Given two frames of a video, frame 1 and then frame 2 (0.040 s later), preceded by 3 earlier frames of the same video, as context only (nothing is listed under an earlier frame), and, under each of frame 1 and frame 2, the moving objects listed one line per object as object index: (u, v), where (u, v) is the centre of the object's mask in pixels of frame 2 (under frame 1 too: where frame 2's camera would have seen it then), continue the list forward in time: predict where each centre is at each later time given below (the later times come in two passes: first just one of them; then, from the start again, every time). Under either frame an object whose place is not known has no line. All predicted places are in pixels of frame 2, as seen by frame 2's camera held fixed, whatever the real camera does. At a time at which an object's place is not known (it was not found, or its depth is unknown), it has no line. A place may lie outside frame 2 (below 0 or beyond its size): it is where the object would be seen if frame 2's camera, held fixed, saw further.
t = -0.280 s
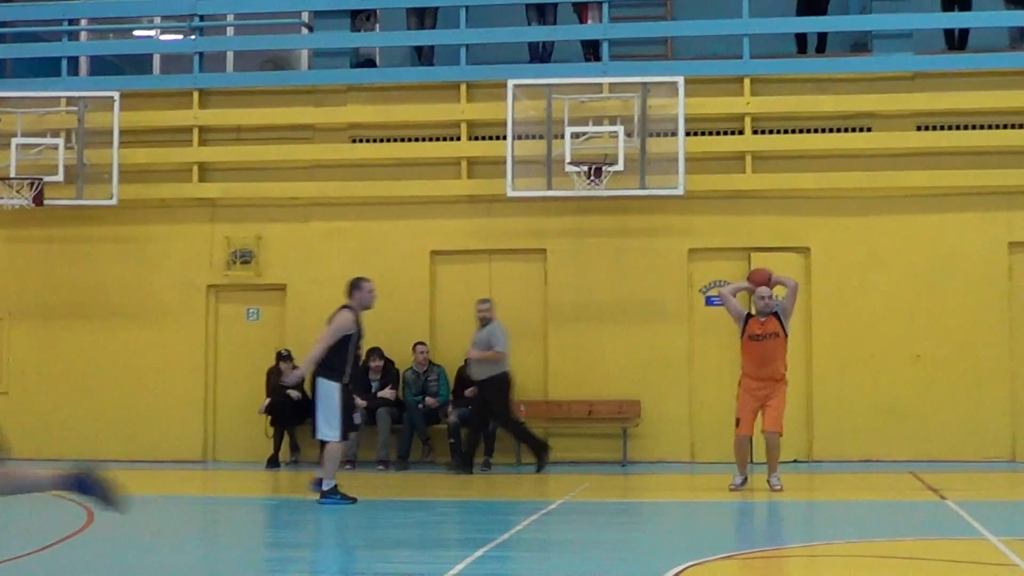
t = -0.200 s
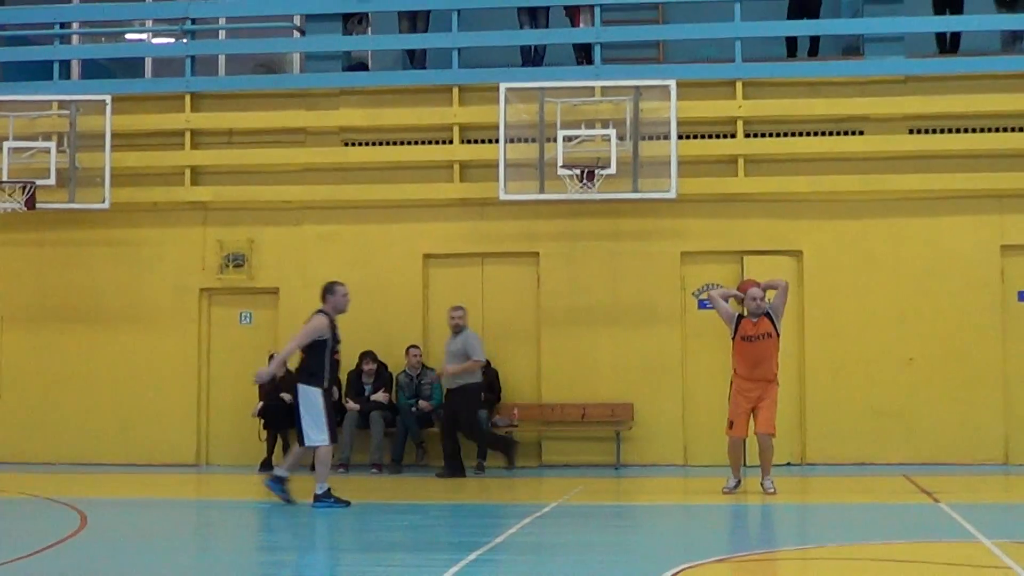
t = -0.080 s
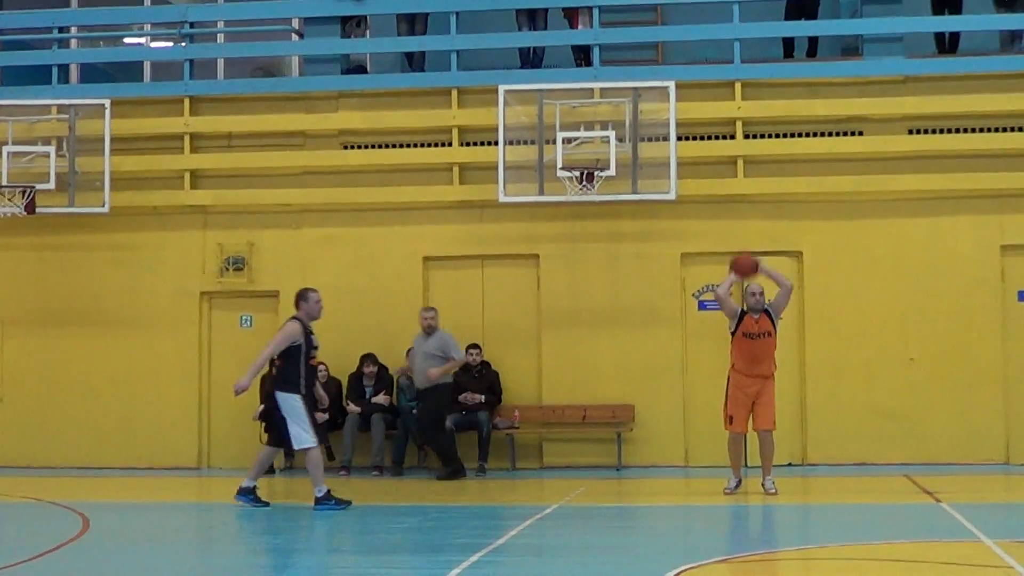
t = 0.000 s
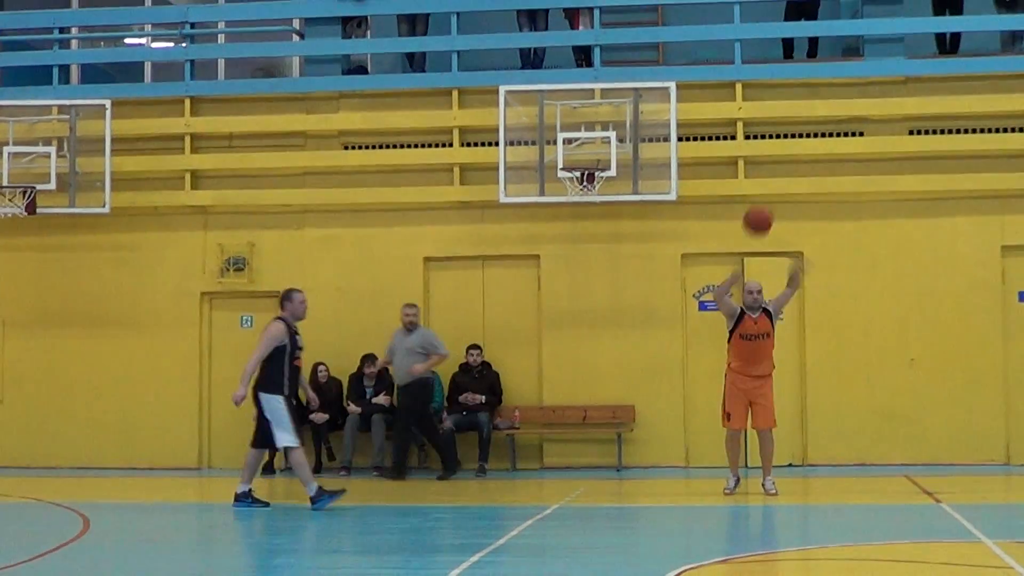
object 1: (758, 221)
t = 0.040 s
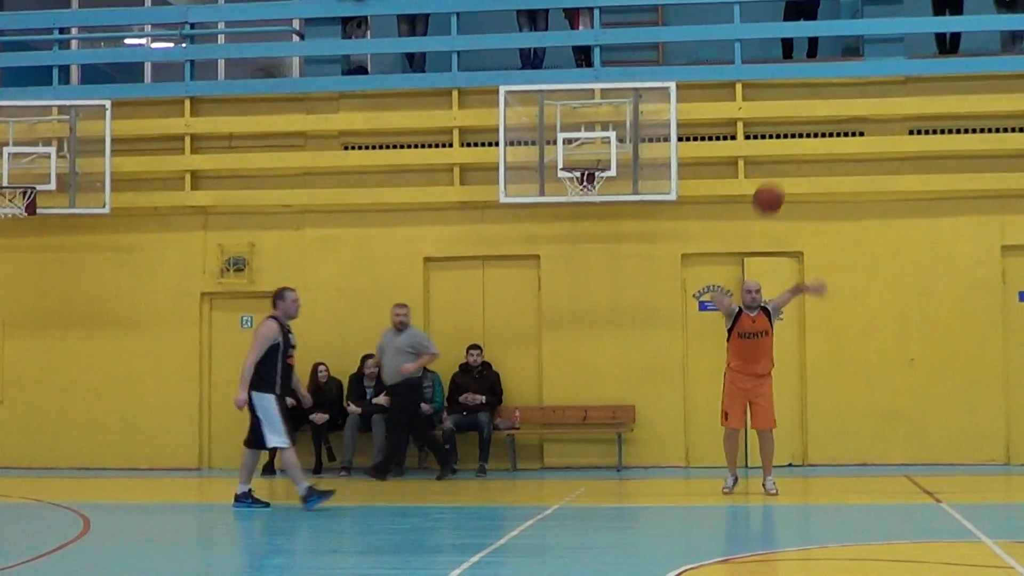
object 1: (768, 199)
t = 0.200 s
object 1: (817, 120)
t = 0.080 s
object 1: (779, 177)
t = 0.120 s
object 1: (790, 157)
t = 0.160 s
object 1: (803, 137)
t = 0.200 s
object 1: (817, 120)
